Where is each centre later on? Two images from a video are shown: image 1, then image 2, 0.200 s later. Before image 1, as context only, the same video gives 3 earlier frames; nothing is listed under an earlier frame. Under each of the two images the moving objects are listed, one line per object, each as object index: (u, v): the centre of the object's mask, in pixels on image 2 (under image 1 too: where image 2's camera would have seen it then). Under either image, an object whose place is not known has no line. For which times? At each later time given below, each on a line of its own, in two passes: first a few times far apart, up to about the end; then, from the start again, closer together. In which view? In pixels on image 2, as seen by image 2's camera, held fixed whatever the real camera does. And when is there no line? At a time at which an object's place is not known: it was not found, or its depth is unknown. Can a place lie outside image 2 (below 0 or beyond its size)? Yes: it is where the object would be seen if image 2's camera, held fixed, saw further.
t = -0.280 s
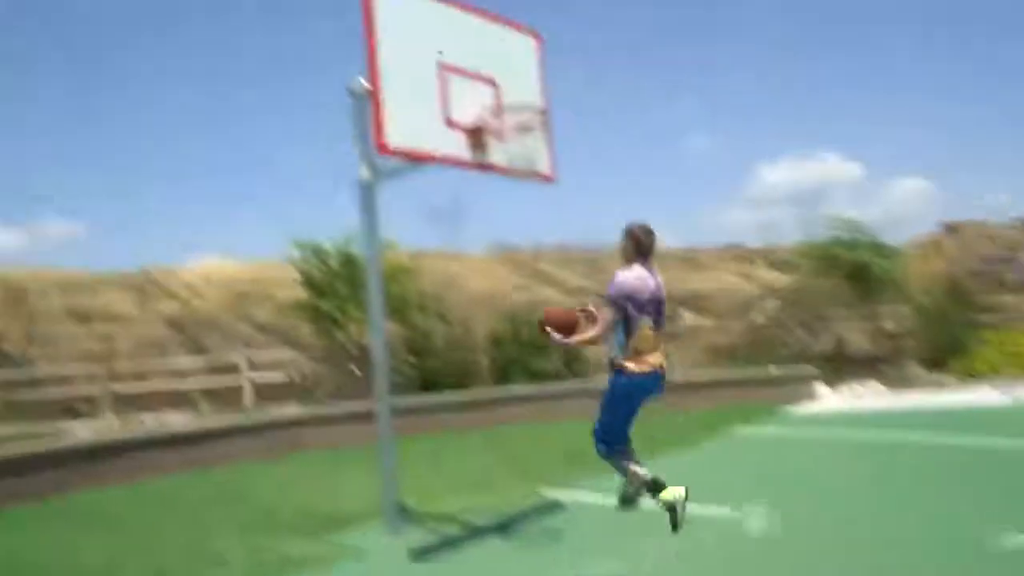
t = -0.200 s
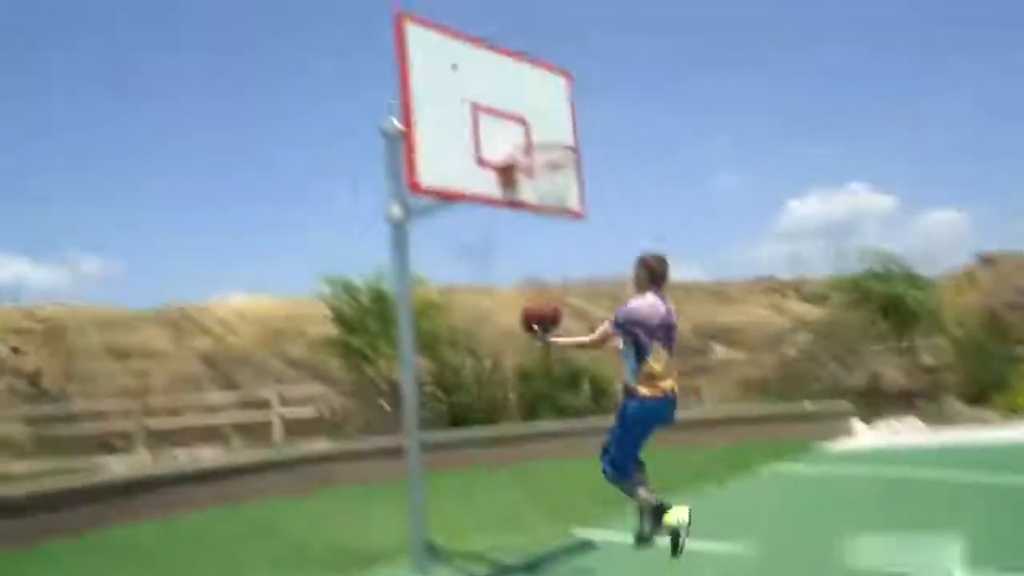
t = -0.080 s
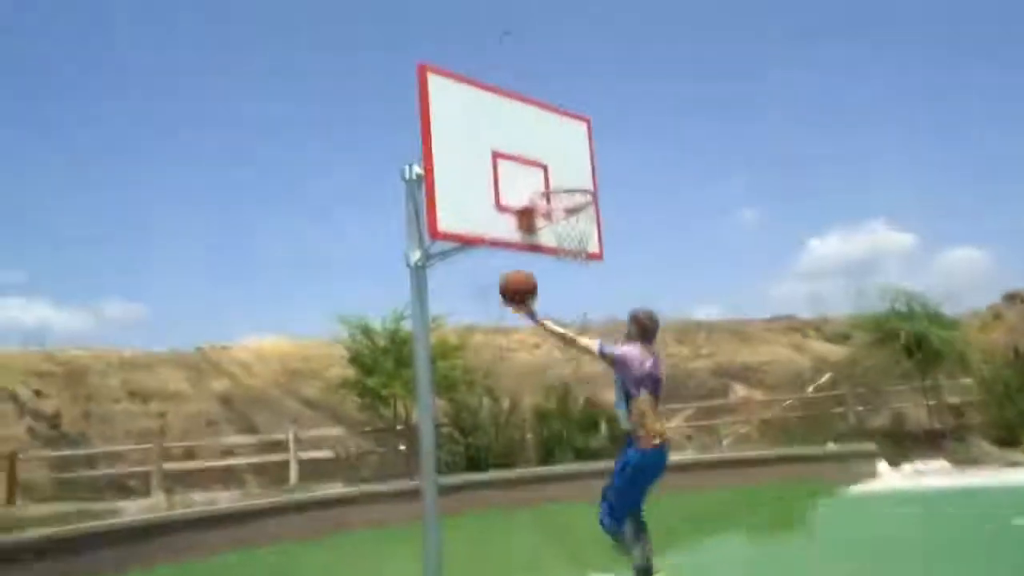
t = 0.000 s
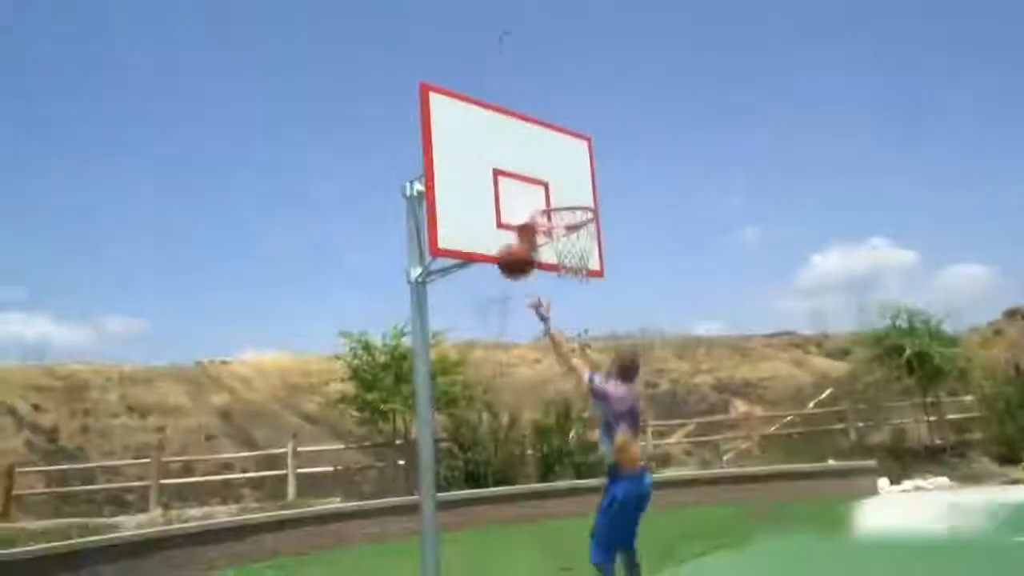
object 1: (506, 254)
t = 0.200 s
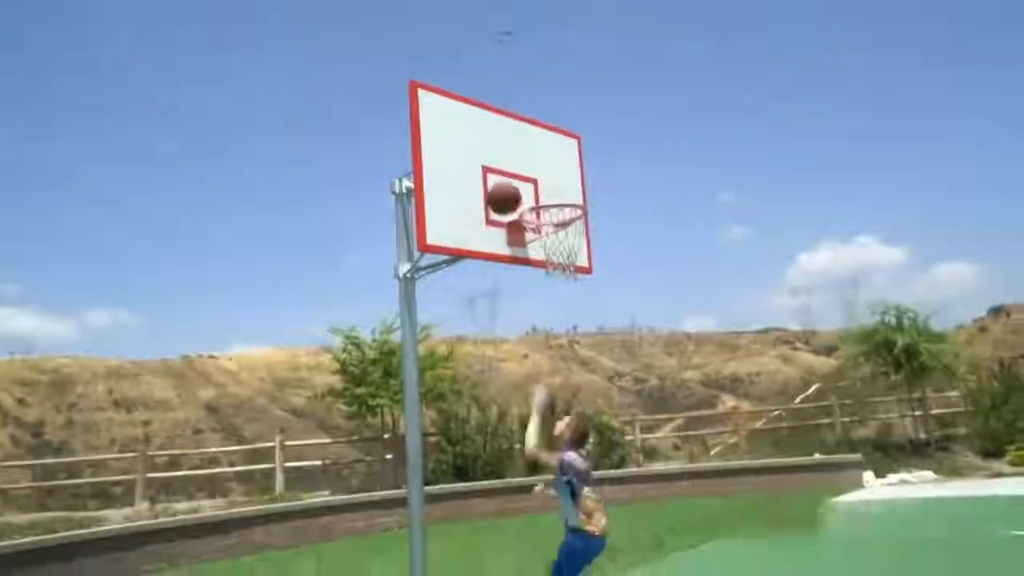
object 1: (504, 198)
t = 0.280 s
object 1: (504, 194)
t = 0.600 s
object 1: (528, 196)
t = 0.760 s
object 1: (550, 219)
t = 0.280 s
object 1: (504, 194)
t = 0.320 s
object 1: (506, 194)
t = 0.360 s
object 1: (506, 194)
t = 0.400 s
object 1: (508, 197)
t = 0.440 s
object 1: (509, 200)
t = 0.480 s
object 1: (517, 199)
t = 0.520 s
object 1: (521, 197)
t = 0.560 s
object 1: (523, 196)
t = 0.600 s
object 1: (528, 196)
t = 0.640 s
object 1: (534, 202)
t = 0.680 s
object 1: (539, 206)
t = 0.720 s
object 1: (544, 211)
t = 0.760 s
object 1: (550, 219)
